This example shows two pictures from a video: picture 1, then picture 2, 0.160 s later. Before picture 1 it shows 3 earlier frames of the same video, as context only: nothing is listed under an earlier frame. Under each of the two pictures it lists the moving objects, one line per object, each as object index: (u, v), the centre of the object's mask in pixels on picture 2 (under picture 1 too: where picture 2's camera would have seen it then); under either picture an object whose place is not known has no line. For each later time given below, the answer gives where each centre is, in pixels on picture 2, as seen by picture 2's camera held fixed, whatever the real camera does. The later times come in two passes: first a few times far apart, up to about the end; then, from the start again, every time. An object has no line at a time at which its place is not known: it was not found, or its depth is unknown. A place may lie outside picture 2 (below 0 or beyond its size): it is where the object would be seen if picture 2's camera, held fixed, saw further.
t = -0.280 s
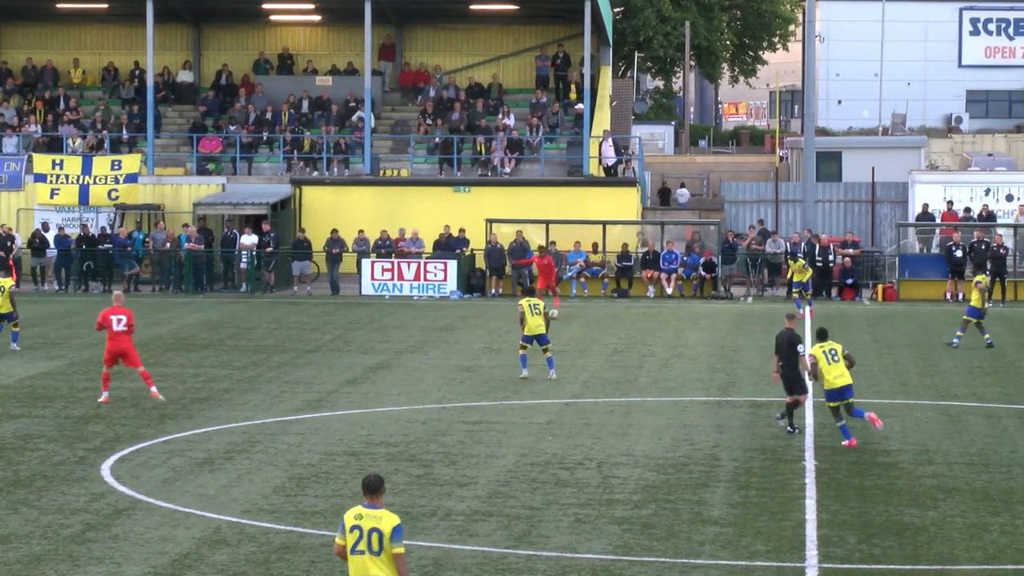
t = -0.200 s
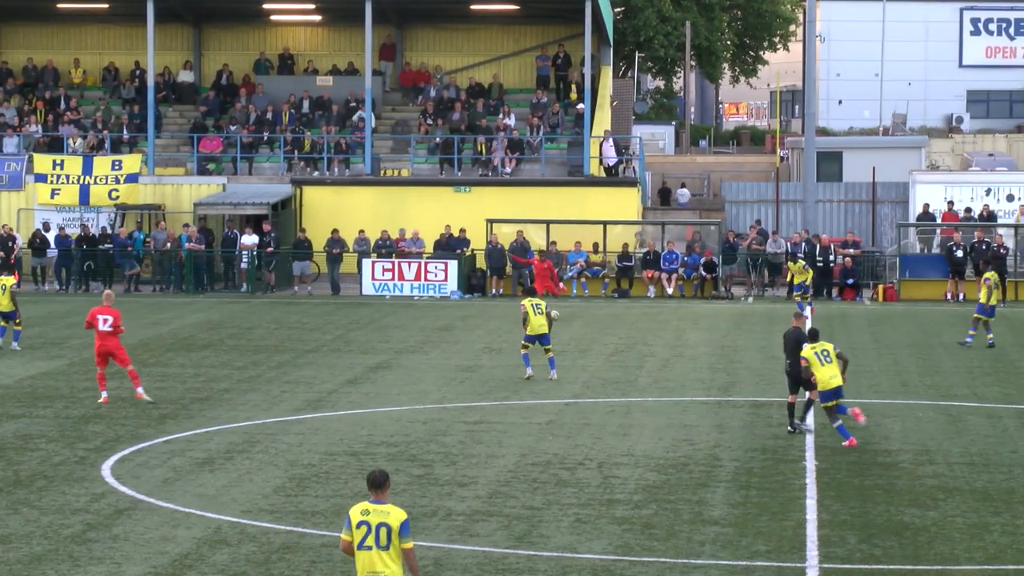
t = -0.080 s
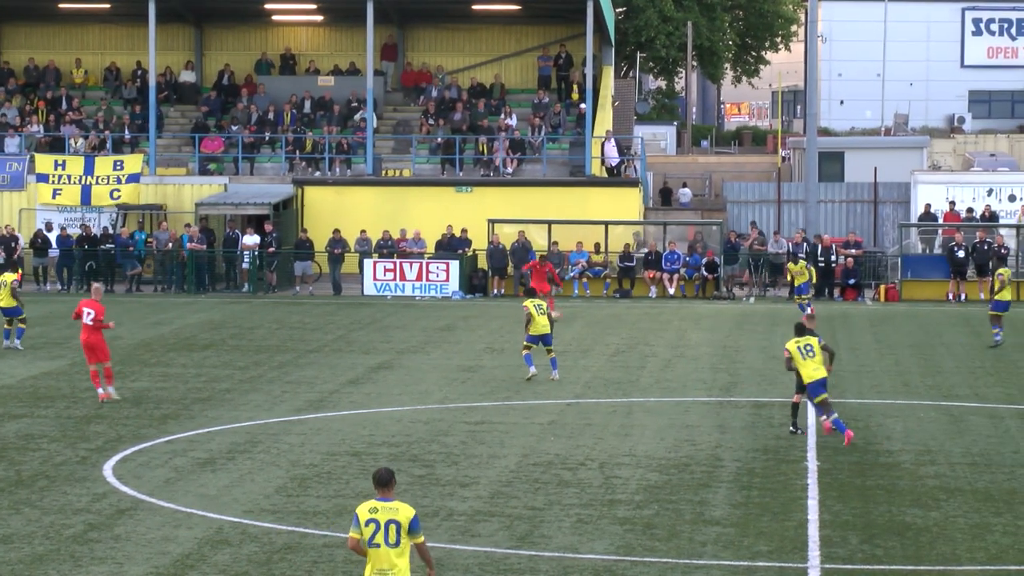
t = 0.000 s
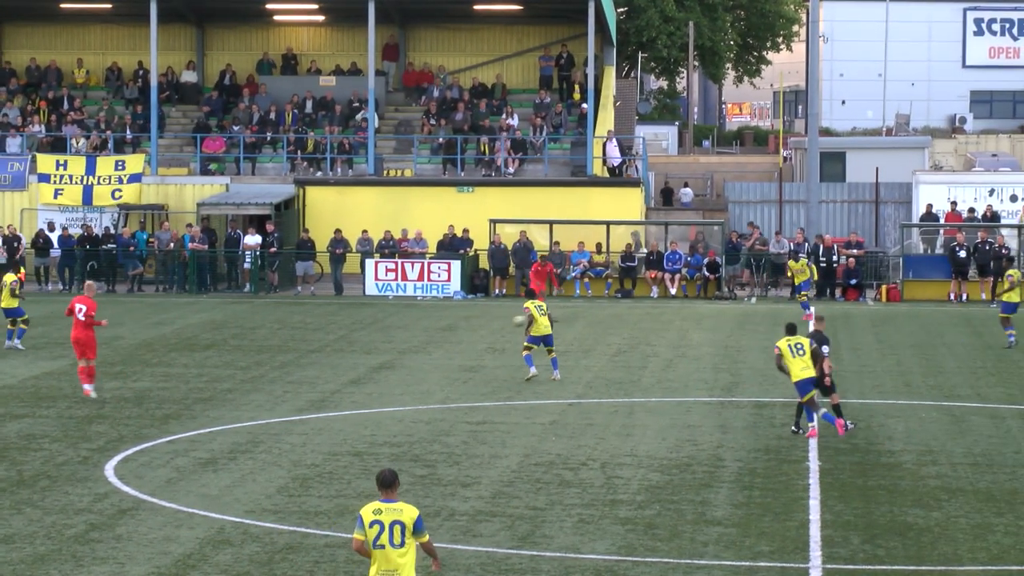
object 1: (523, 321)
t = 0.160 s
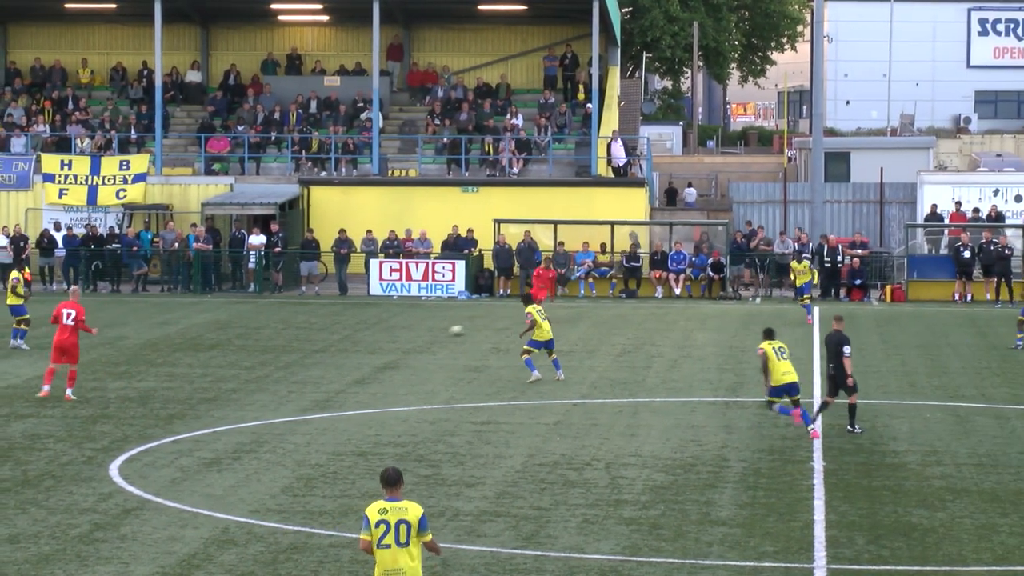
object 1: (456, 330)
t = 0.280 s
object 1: (407, 336)
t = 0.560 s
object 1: (296, 350)
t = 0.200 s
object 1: (439, 331)
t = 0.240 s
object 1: (422, 333)
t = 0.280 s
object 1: (407, 336)
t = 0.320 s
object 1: (390, 336)
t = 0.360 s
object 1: (374, 338)
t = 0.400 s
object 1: (357, 343)
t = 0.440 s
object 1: (341, 344)
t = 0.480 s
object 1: (325, 345)
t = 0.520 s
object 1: (311, 347)
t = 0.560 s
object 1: (296, 350)
